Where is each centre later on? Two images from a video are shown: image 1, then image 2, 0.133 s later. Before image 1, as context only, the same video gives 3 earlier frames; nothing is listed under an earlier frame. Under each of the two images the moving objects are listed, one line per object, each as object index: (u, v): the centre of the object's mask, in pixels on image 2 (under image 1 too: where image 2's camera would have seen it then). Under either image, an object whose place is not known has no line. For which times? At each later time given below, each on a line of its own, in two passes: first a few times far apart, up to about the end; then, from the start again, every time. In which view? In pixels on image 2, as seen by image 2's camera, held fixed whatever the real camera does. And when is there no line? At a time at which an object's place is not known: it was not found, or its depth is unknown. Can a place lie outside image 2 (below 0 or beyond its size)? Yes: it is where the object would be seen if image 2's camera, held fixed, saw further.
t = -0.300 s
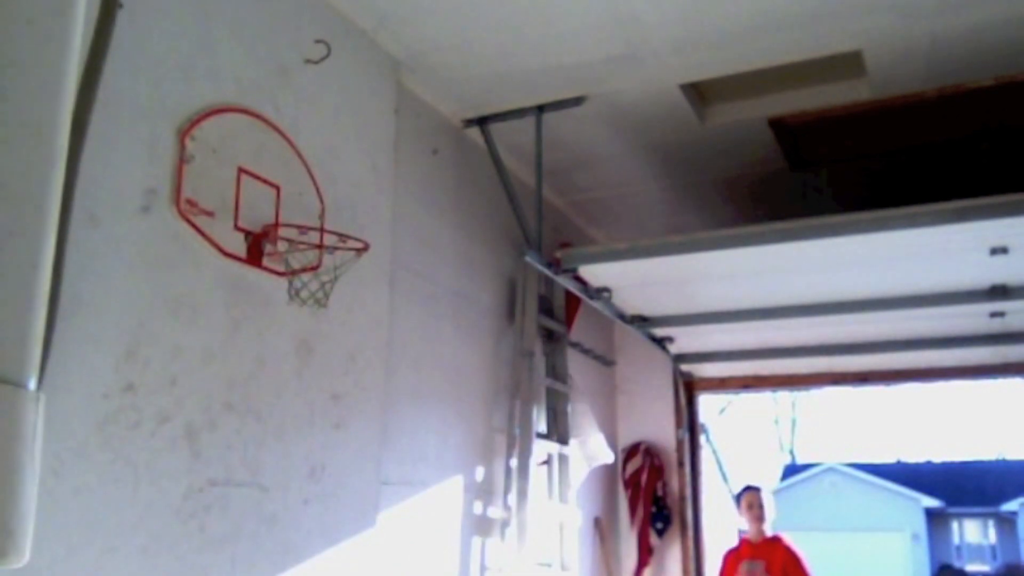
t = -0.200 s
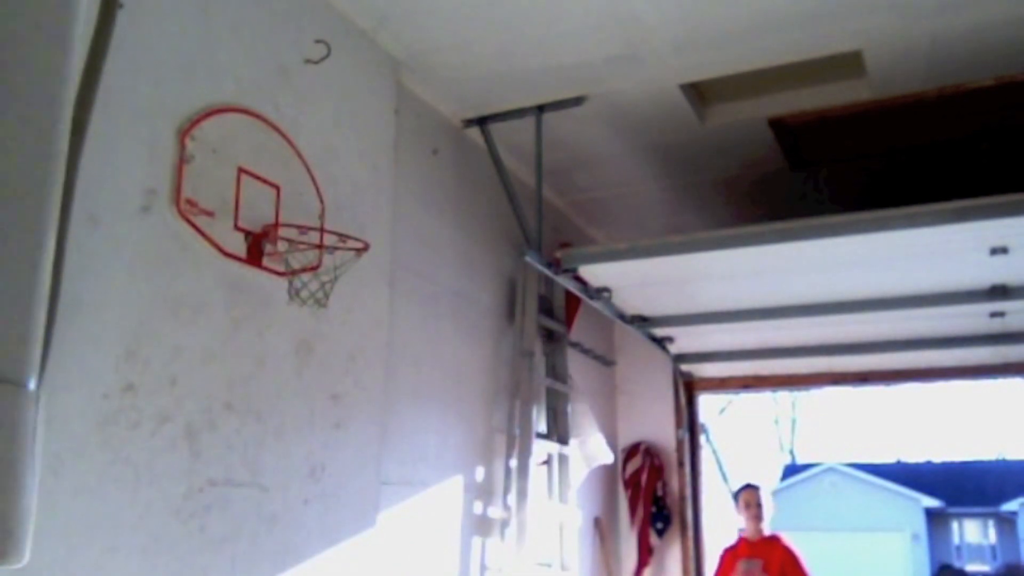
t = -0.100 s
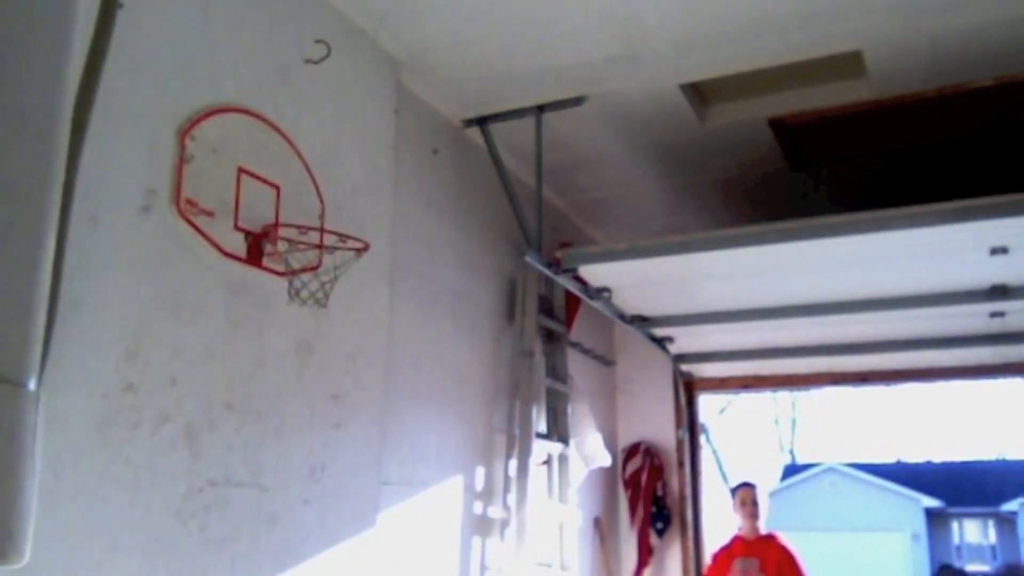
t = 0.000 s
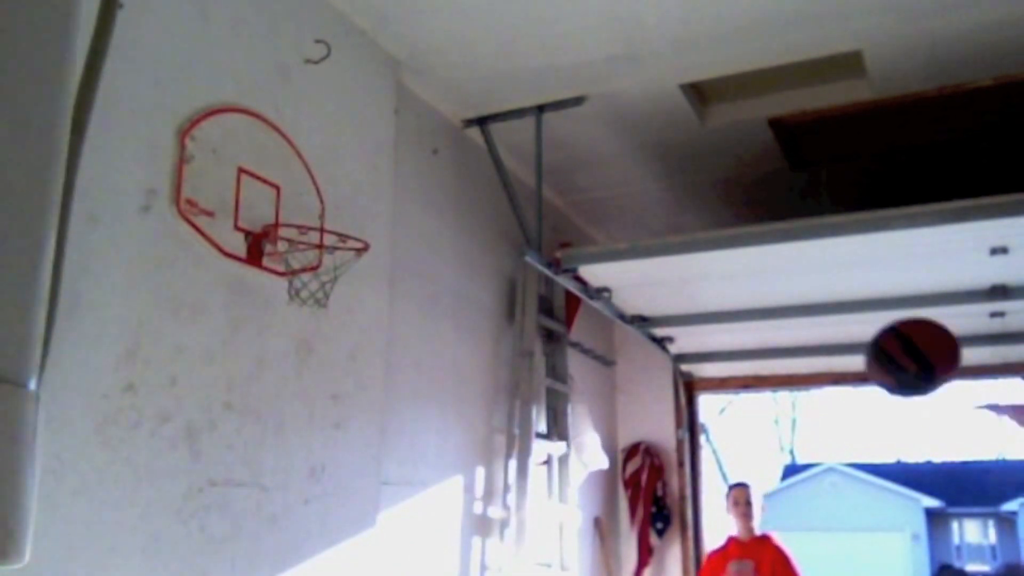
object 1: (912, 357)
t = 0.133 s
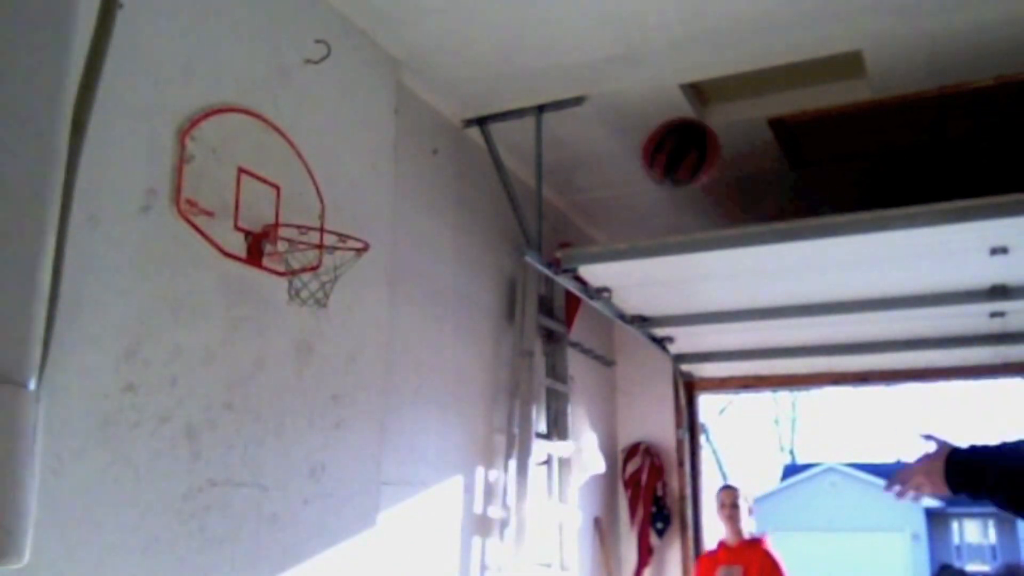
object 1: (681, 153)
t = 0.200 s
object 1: (588, 93)
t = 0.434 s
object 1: (328, 26)
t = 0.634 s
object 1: (322, 31)
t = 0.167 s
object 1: (633, 120)
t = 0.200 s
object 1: (588, 93)
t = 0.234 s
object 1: (546, 71)
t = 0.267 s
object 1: (506, 53)
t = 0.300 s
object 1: (468, 39)
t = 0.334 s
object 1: (432, 30)
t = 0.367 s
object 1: (396, 26)
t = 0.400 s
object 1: (361, 25)
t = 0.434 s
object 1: (328, 26)
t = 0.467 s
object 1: (295, 28)
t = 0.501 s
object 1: (263, 35)
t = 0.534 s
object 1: (248, 40)
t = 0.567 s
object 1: (273, 34)
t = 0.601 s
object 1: (298, 31)
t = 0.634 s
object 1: (322, 31)
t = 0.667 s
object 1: (348, 34)
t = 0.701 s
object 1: (374, 41)
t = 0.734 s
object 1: (402, 53)
